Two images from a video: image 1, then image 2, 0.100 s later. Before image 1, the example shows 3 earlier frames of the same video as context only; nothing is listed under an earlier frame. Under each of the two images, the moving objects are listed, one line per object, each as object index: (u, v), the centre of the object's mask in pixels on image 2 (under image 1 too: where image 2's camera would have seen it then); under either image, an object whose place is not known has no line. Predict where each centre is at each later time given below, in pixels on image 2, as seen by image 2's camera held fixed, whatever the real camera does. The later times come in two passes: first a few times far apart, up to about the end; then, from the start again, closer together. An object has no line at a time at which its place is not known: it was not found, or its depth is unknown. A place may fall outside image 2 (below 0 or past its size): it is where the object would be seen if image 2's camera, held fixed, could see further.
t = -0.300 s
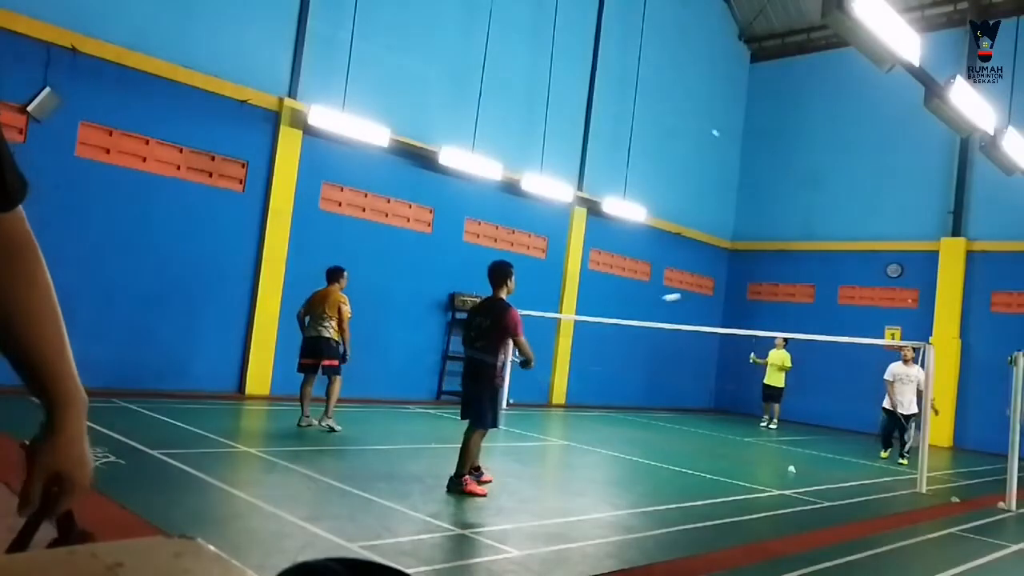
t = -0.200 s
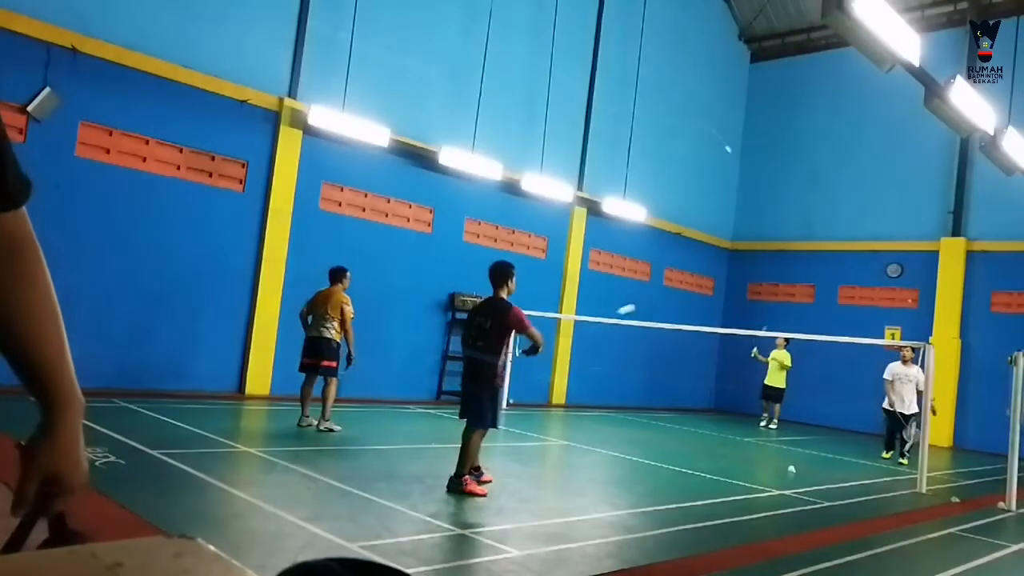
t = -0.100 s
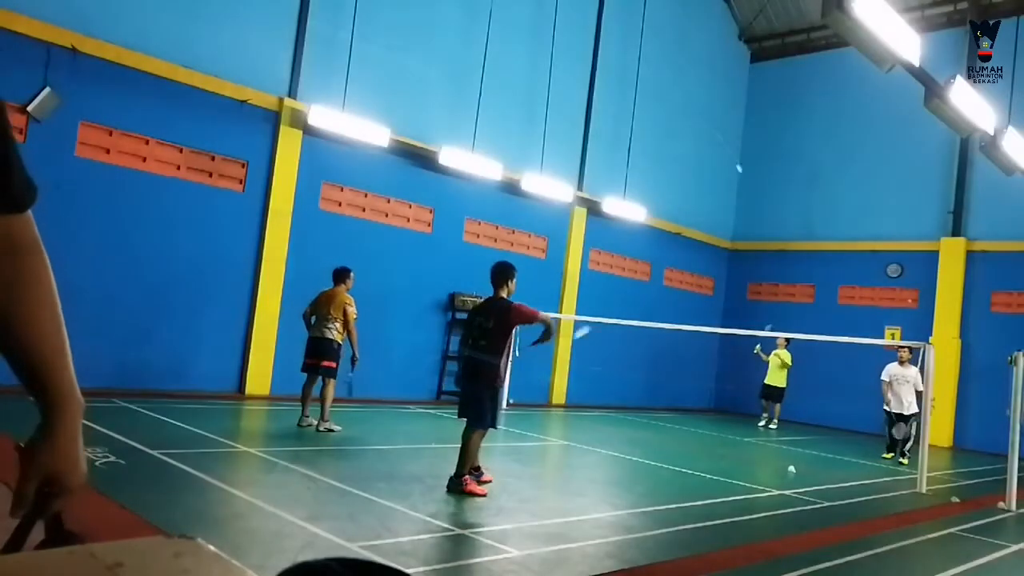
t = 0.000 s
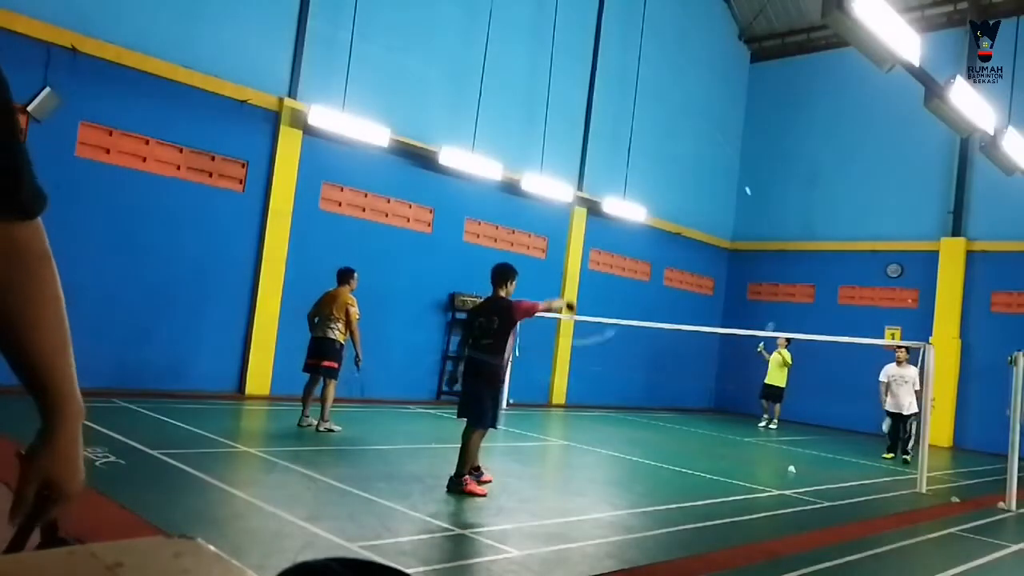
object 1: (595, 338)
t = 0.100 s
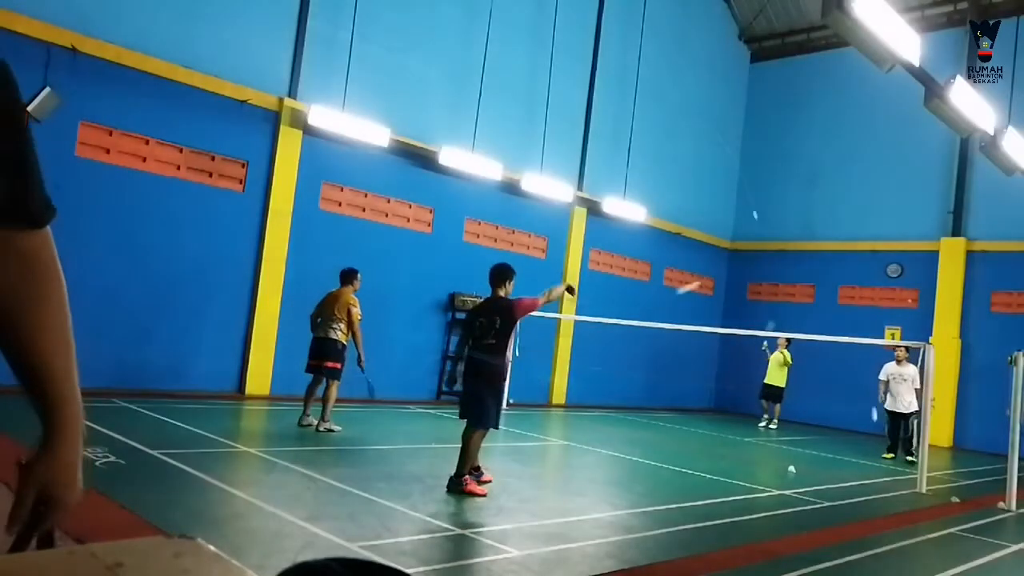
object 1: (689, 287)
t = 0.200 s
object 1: (744, 267)
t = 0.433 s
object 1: (818, 264)
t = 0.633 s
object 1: (855, 292)
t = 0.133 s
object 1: (710, 279)
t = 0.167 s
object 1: (728, 272)
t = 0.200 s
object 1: (744, 267)
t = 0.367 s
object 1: (801, 260)
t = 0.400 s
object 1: (810, 262)
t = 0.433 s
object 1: (818, 264)
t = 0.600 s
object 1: (850, 286)
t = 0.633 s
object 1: (855, 292)
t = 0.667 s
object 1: (860, 299)
